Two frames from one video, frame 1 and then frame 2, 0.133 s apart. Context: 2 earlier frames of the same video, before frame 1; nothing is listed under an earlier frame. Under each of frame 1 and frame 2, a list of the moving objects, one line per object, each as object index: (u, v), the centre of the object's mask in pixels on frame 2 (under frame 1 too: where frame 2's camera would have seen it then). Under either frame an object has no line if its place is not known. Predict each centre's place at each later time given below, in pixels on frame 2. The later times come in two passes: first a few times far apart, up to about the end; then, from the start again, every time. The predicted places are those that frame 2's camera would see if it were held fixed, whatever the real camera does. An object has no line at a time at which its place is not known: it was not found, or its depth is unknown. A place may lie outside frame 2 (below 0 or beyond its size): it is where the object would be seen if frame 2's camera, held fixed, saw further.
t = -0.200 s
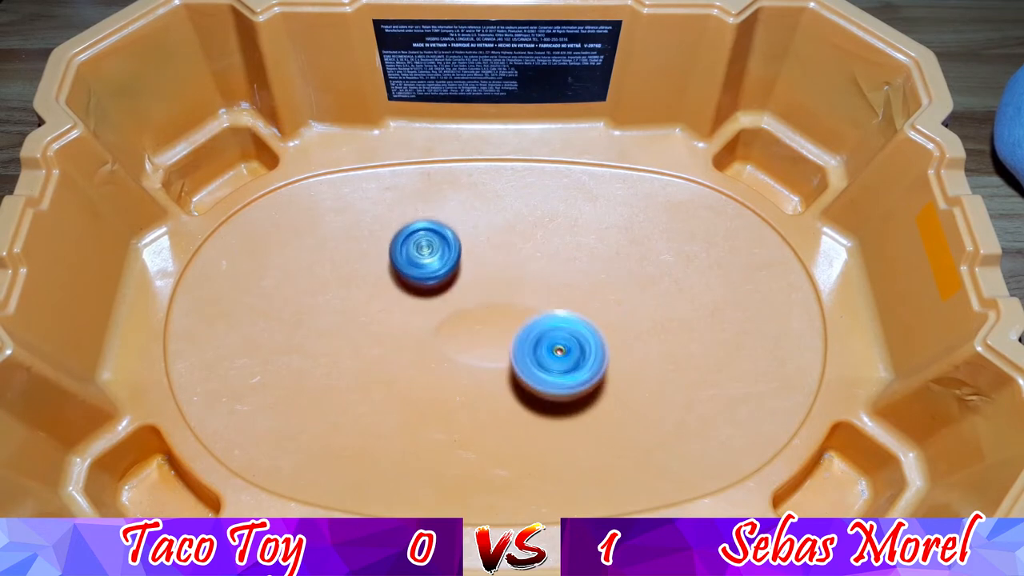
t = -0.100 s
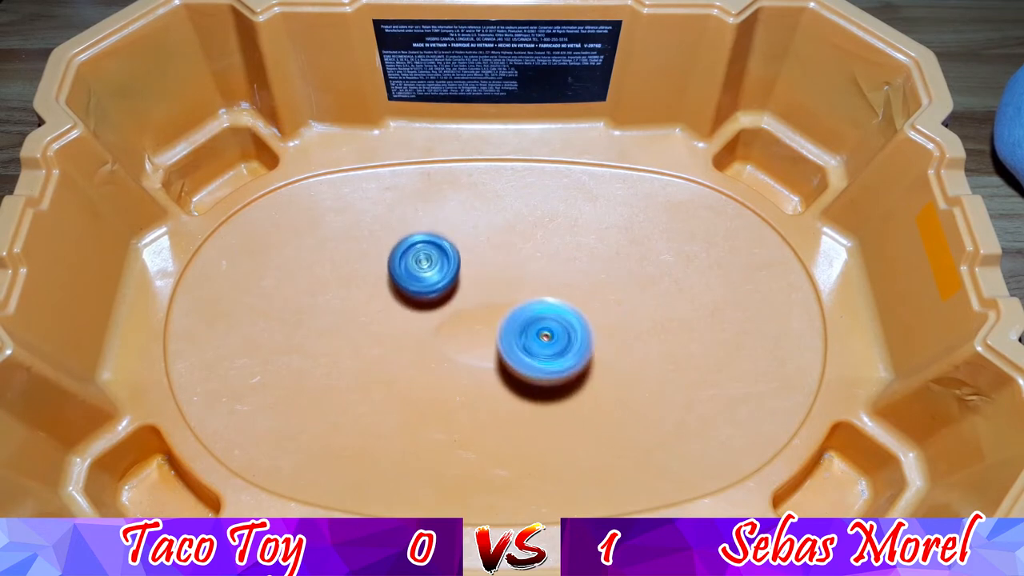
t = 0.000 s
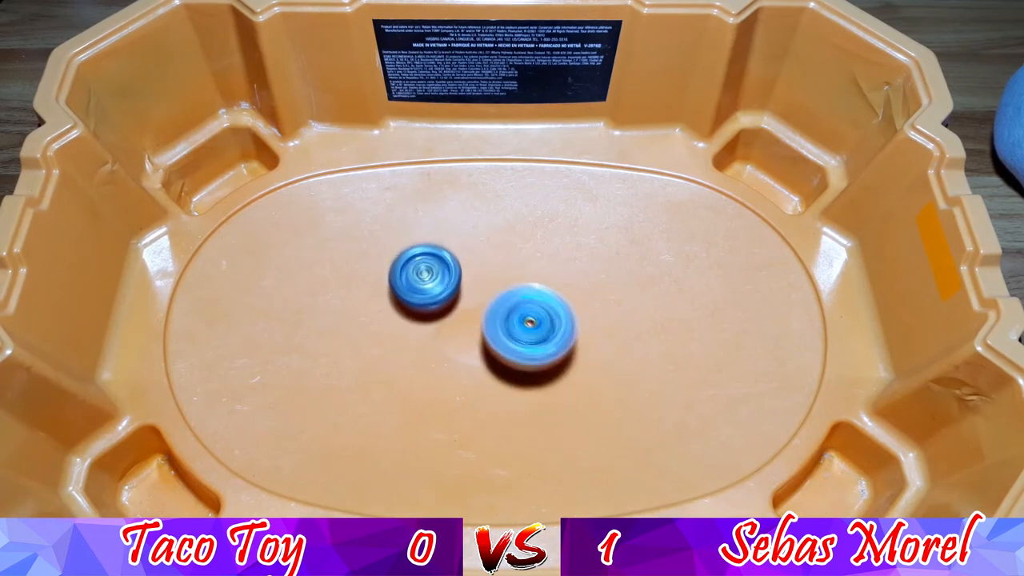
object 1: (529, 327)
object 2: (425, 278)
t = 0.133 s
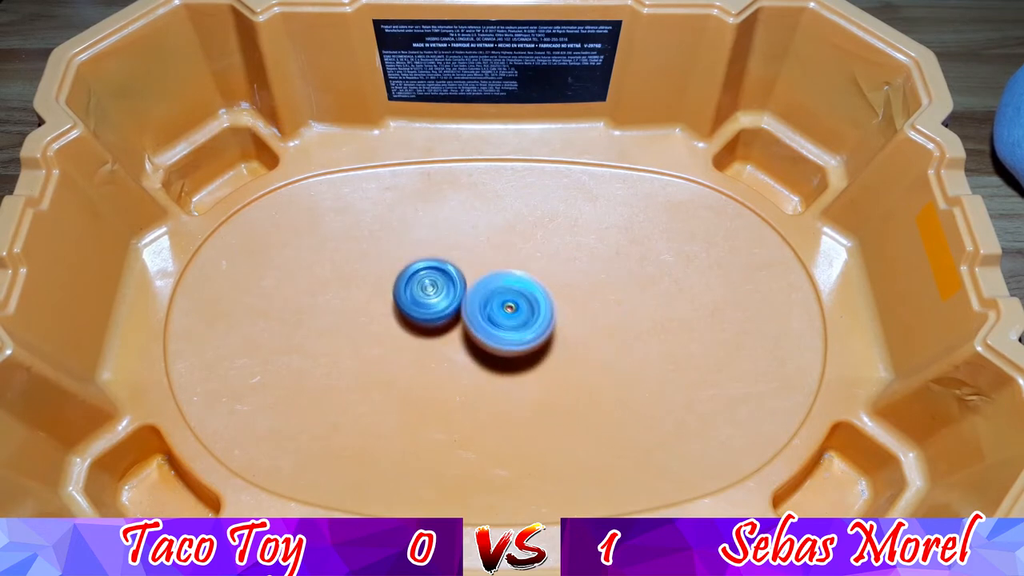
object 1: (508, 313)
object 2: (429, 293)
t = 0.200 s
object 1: (514, 312)
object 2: (418, 293)
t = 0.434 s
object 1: (525, 290)
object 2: (424, 305)
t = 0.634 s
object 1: (533, 271)
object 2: (434, 315)
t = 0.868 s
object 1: (526, 265)
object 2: (439, 308)
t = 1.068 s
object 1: (526, 271)
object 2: (443, 302)
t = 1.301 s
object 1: (549, 286)
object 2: (436, 308)
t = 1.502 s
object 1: (559, 307)
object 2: (438, 306)
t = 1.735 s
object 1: (566, 328)
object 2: (445, 301)
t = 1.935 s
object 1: (565, 338)
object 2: (452, 297)
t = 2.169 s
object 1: (557, 344)
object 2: (465, 291)
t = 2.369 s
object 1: (541, 337)
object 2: (475, 289)
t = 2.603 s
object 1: (541, 340)
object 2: (466, 273)
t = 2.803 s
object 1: (533, 333)
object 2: (462, 276)
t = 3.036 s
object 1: (539, 355)
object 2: (449, 260)
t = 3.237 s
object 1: (575, 360)
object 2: (445, 268)
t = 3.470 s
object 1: (592, 334)
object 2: (456, 288)
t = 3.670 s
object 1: (576, 303)
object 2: (473, 296)
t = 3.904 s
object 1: (587, 293)
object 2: (428, 276)
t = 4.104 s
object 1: (582, 291)
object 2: (424, 292)
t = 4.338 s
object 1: (562, 301)
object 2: (429, 305)
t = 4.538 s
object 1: (548, 317)
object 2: (439, 309)
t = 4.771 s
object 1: (524, 339)
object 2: (449, 299)
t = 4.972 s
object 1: (523, 356)
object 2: (453, 285)
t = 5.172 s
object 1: (534, 358)
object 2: (466, 288)
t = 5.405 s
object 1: (542, 344)
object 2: (486, 290)
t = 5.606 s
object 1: (561, 342)
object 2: (488, 276)
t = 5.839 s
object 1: (594, 350)
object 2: (468, 252)
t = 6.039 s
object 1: (594, 332)
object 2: (465, 264)
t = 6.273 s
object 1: (559, 305)
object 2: (475, 279)
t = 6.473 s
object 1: (564, 312)
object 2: (454, 278)
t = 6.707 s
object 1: (562, 303)
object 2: (457, 296)
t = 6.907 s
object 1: (557, 297)
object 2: (463, 295)
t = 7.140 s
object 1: (557, 295)
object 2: (467, 290)
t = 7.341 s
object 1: (552, 296)
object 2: (463, 291)
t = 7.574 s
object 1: (564, 310)
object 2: (462, 292)
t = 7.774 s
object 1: (563, 309)
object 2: (466, 292)
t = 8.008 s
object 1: (561, 318)
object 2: (475, 291)
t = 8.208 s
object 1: (558, 325)
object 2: (486, 289)
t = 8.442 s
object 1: (581, 329)
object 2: (487, 281)
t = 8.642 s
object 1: (583, 325)
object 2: (486, 288)
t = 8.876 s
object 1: (572, 317)
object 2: (493, 287)
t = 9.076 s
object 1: (563, 314)
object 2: (482, 284)
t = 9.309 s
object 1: (556, 321)
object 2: (473, 284)
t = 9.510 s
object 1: (566, 326)
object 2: (455, 276)
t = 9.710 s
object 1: (566, 315)
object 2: (457, 285)
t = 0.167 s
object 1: (512, 313)
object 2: (423, 293)
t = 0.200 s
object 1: (514, 312)
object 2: (418, 293)
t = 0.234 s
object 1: (515, 311)
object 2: (416, 294)
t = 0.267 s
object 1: (516, 308)
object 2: (417, 295)
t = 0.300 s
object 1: (518, 305)
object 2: (418, 296)
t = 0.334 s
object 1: (519, 302)
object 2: (419, 299)
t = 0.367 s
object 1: (521, 298)
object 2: (421, 301)
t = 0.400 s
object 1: (523, 294)
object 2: (422, 303)
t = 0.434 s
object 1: (525, 290)
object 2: (424, 305)
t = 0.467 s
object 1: (528, 286)
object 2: (426, 308)
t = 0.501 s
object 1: (531, 282)
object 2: (428, 310)
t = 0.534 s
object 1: (533, 279)
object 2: (429, 312)
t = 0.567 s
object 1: (534, 276)
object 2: (431, 313)
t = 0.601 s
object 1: (534, 273)
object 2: (433, 315)
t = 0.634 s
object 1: (533, 271)
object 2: (434, 315)
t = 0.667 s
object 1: (532, 269)
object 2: (435, 315)
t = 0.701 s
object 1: (531, 268)
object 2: (436, 314)
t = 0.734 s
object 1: (530, 267)
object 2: (436, 314)
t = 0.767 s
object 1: (529, 267)
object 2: (437, 312)
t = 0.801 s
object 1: (528, 266)
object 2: (437, 311)
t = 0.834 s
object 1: (527, 265)
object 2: (438, 309)
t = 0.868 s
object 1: (526, 265)
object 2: (439, 308)
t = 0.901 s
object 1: (525, 265)
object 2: (440, 306)
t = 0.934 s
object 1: (524, 266)
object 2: (440, 305)
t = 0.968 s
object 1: (524, 266)
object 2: (442, 304)
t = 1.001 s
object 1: (524, 267)
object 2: (443, 303)
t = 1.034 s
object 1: (524, 269)
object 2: (444, 302)
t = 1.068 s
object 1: (526, 271)
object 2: (443, 302)
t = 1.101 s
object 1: (531, 272)
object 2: (440, 303)
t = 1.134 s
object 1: (535, 274)
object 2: (438, 303)
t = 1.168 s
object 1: (538, 276)
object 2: (437, 305)
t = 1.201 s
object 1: (541, 278)
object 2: (437, 305)
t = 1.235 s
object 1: (543, 281)
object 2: (436, 306)
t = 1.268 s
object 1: (546, 283)
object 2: (436, 307)
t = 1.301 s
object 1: (549, 286)
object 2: (436, 308)
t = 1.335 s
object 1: (552, 289)
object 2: (437, 308)
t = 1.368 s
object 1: (554, 293)
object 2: (437, 308)
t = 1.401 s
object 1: (556, 296)
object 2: (437, 308)
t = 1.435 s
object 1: (557, 300)
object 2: (437, 308)
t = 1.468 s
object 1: (558, 304)
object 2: (438, 307)
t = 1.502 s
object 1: (559, 307)
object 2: (438, 306)
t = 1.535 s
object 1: (560, 310)
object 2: (439, 305)
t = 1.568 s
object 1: (561, 314)
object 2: (440, 305)
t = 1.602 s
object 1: (563, 317)
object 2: (441, 303)
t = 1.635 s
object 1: (564, 320)
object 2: (442, 304)
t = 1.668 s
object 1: (564, 323)
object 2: (442, 303)
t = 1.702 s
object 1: (565, 326)
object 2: (444, 302)
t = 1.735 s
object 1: (566, 328)
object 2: (445, 301)
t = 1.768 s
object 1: (567, 330)
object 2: (446, 300)
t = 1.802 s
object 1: (567, 332)
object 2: (447, 300)
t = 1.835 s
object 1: (567, 334)
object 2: (448, 299)
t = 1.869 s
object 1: (566, 335)
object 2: (449, 298)
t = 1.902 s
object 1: (566, 337)
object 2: (451, 298)
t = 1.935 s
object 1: (565, 338)
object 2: (452, 297)
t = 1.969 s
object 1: (565, 340)
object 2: (454, 296)
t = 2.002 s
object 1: (563, 341)
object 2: (456, 296)
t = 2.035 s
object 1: (563, 341)
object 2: (457, 295)
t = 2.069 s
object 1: (562, 342)
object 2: (459, 293)
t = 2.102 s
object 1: (561, 343)
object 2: (461, 292)
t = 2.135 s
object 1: (559, 344)
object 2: (463, 293)
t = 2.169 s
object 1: (557, 344)
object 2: (465, 291)
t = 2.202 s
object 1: (555, 343)
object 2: (466, 291)
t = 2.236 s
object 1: (553, 343)
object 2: (468, 291)
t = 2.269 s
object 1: (550, 342)
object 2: (470, 291)
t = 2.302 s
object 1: (547, 340)
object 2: (472, 290)
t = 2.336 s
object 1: (544, 339)
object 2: (474, 290)
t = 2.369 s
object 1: (541, 337)
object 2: (475, 289)
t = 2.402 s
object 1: (539, 336)
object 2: (476, 288)
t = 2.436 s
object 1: (541, 340)
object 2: (474, 281)
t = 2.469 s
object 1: (541, 342)
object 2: (471, 277)
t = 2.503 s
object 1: (542, 342)
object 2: (469, 275)
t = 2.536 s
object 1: (542, 342)
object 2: (468, 274)
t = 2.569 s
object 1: (542, 341)
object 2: (467, 273)
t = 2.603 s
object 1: (541, 340)
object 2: (466, 273)
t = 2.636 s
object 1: (541, 338)
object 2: (465, 274)
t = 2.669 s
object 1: (540, 336)
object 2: (464, 274)
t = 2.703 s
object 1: (540, 335)
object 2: (463, 274)
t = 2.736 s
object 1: (538, 334)
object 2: (462, 275)
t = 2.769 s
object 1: (536, 334)
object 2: (462, 276)
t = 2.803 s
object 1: (533, 333)
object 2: (462, 276)
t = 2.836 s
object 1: (530, 332)
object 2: (462, 277)
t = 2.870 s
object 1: (527, 331)
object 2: (462, 278)
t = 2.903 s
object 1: (524, 331)
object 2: (461, 279)
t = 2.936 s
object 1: (522, 330)
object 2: (462, 280)
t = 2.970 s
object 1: (525, 338)
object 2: (459, 274)
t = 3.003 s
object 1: (532, 348)
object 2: (453, 265)
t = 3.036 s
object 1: (539, 355)
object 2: (449, 260)
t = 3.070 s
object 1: (545, 359)
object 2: (446, 258)
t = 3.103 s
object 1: (552, 361)
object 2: (445, 258)
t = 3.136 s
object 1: (558, 362)
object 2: (445, 260)
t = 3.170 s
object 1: (564, 362)
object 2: (444, 262)
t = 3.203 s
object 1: (570, 361)
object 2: (444, 265)
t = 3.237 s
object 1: (575, 360)
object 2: (445, 268)
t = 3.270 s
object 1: (579, 357)
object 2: (446, 271)
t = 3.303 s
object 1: (583, 354)
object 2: (447, 274)
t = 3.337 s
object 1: (586, 351)
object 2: (448, 277)
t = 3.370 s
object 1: (589, 347)
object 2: (450, 279)
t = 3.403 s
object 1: (591, 343)
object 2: (451, 281)
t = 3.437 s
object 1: (592, 339)
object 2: (454, 285)
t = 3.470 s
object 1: (592, 334)
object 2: (456, 288)
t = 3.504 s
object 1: (592, 329)
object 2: (458, 290)
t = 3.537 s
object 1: (591, 324)
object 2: (461, 292)
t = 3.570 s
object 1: (588, 318)
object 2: (464, 294)
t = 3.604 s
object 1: (585, 313)
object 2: (467, 295)
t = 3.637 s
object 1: (581, 308)
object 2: (470, 296)
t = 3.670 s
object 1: (576, 303)
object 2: (473, 296)
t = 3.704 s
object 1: (570, 299)
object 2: (476, 295)
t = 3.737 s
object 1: (566, 296)
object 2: (478, 294)
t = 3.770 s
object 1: (574, 296)
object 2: (463, 289)
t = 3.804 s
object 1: (581, 296)
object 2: (450, 282)
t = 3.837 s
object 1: (585, 295)
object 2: (439, 278)
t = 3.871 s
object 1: (586, 294)
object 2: (433, 276)
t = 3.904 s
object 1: (587, 293)
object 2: (428, 276)
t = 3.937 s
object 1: (588, 292)
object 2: (425, 277)
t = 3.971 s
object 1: (587, 291)
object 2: (424, 279)
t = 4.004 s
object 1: (586, 291)
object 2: (424, 283)
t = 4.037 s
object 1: (585, 291)
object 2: (424, 286)
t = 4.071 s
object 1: (584, 291)
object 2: (424, 290)
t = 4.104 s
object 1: (582, 291)
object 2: (424, 292)
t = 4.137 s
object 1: (580, 292)
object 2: (424, 294)
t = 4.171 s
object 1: (578, 293)
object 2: (425, 297)
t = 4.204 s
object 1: (576, 294)
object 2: (425, 299)
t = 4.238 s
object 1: (573, 296)
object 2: (427, 300)
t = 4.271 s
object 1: (569, 297)
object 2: (428, 302)
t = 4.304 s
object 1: (566, 299)
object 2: (428, 304)
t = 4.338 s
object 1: (562, 301)
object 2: (429, 305)
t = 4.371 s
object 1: (558, 304)
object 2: (431, 306)
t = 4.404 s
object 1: (555, 306)
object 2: (432, 307)
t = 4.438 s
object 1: (553, 309)
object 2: (433, 308)
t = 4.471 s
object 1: (551, 311)
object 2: (435, 309)
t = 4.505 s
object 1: (550, 315)
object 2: (437, 310)
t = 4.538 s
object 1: (548, 317)
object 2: (439, 309)
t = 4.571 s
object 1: (545, 320)
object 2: (440, 308)
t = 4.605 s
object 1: (543, 324)
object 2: (442, 306)
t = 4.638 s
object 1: (540, 327)
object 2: (443, 304)
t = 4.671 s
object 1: (536, 330)
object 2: (445, 302)
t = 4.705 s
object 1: (533, 333)
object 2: (446, 301)
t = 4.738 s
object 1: (529, 336)
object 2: (448, 300)
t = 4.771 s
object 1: (524, 339)
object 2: (449, 299)
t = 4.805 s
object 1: (521, 341)
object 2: (451, 298)
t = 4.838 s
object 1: (517, 343)
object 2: (452, 297)
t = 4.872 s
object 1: (516, 346)
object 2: (453, 295)
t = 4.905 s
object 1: (519, 350)
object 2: (452, 290)
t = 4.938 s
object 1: (521, 354)
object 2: (452, 287)
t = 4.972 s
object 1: (523, 356)
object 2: (453, 285)
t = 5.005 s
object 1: (525, 357)
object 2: (454, 285)
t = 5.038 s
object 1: (527, 358)
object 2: (456, 284)
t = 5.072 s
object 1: (529, 358)
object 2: (459, 285)
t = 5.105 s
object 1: (531, 359)
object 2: (461, 286)
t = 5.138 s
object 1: (532, 359)
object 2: (464, 287)
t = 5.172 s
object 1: (534, 358)
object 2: (466, 288)
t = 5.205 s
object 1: (535, 357)
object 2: (469, 290)
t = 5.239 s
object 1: (537, 356)
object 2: (472, 291)
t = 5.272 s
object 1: (538, 354)
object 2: (475, 292)
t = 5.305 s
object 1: (539, 352)
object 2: (477, 292)
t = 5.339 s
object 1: (540, 349)
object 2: (481, 292)
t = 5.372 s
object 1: (541, 346)
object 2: (484, 292)
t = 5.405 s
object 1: (542, 344)
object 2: (486, 290)
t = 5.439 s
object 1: (546, 344)
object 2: (488, 287)
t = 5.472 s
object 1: (548, 342)
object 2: (489, 285)
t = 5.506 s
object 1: (550, 340)
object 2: (491, 284)
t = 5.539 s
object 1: (551, 337)
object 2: (492, 285)
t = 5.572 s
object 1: (553, 335)
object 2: (493, 285)
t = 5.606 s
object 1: (561, 342)
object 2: (488, 276)
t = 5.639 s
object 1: (569, 348)
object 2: (482, 264)
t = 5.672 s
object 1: (575, 351)
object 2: (478, 256)
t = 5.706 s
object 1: (581, 353)
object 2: (475, 252)
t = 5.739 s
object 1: (586, 353)
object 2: (473, 250)
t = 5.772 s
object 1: (589, 353)
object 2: (471, 249)
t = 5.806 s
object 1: (592, 352)
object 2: (470, 250)
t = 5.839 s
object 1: (594, 350)
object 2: (468, 252)
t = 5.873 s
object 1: (597, 348)
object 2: (467, 253)
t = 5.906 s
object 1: (598, 345)
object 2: (466, 255)
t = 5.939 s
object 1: (599, 342)
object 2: (465, 257)
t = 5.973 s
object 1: (598, 339)
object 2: (465, 259)
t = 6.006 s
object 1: (597, 336)
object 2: (465, 261)
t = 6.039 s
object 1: (594, 332)
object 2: (465, 264)
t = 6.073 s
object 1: (591, 328)
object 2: (466, 266)
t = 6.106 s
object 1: (587, 324)
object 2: (467, 268)
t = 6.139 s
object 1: (582, 320)
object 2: (468, 270)
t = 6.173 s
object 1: (577, 316)
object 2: (469, 273)
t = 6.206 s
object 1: (571, 311)
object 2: (471, 275)
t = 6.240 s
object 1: (565, 308)
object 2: (473, 277)
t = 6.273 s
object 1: (559, 305)
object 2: (475, 279)
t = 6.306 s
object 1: (556, 305)
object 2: (474, 280)
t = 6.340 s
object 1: (559, 307)
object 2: (466, 277)
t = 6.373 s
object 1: (561, 309)
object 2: (460, 276)
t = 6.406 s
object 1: (562, 310)
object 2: (456, 276)
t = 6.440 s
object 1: (563, 311)
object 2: (455, 277)
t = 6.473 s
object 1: (564, 312)
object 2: (454, 278)
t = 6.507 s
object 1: (565, 312)
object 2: (454, 280)
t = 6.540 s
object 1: (565, 312)
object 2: (454, 283)
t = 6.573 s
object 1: (565, 311)
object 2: (455, 286)
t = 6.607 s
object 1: (564, 309)
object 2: (455, 289)
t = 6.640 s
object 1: (564, 307)
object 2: (456, 292)
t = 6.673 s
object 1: (563, 305)
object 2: (457, 294)
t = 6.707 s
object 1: (562, 303)
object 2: (457, 296)
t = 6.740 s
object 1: (560, 302)
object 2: (458, 296)
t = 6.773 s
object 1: (559, 300)
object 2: (458, 297)
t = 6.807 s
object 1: (558, 299)
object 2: (459, 296)
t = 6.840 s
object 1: (557, 298)
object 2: (460, 296)
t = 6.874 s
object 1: (557, 298)
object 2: (462, 295)
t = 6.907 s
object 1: (557, 297)
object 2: (463, 295)
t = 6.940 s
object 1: (557, 297)
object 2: (464, 294)
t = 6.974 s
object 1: (556, 297)
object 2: (466, 294)
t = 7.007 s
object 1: (556, 296)
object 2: (468, 293)
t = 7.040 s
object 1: (555, 295)
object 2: (469, 293)
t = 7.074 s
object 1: (555, 295)
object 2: (470, 293)
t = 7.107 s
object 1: (556, 295)
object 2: (469, 292)
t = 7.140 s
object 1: (557, 295)
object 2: (467, 290)
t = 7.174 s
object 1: (557, 295)
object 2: (466, 290)
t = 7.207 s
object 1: (556, 295)
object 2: (465, 290)
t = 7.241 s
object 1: (555, 295)
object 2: (465, 290)
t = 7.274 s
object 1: (553, 295)
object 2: (464, 291)
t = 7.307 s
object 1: (552, 296)
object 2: (464, 291)
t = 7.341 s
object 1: (552, 296)
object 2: (463, 291)
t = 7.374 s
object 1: (552, 298)
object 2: (463, 292)
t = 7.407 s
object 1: (553, 299)
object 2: (463, 292)
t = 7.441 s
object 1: (555, 301)
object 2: (462, 292)
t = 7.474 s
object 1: (558, 304)
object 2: (462, 292)
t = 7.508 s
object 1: (560, 306)
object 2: (462, 292)
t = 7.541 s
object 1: (562, 308)
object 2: (462, 292)
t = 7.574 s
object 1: (564, 310)
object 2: (462, 292)
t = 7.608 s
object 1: (564, 310)
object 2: (463, 292)
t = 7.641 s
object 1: (564, 310)
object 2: (463, 292)
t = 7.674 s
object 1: (564, 310)
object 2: (464, 292)
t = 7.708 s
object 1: (564, 310)
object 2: (464, 292)
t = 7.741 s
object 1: (564, 310)
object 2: (465, 292)
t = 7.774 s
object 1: (563, 309)
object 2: (466, 292)
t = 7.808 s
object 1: (563, 310)
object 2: (467, 292)
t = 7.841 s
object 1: (563, 310)
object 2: (468, 292)
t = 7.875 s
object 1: (563, 312)
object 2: (469, 291)
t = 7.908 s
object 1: (563, 313)
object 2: (470, 291)
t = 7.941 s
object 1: (562, 315)
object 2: (472, 291)
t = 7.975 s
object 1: (562, 316)
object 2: (474, 291)
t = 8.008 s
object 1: (561, 318)
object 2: (475, 291)
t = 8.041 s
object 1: (561, 320)
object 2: (477, 290)
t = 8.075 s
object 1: (561, 321)
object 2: (479, 290)
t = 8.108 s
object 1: (560, 323)
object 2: (480, 290)
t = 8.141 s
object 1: (559, 324)
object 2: (482, 290)
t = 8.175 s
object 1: (559, 325)
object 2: (484, 289)
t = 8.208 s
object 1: (558, 325)
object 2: (486, 289)
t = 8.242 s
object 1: (559, 326)
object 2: (487, 288)
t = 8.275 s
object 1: (560, 326)
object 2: (488, 287)
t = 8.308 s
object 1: (561, 325)
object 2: (489, 287)
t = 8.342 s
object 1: (564, 326)
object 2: (489, 284)
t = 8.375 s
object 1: (569, 328)
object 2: (489, 282)
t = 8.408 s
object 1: (576, 329)
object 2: (488, 281)
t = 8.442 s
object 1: (581, 329)
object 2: (487, 281)
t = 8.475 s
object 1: (582, 329)
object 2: (487, 282)
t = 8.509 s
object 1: (583, 329)
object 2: (487, 284)
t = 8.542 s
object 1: (583, 329)
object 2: (486, 285)
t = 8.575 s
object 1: (584, 328)
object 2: (486, 286)
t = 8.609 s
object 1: (583, 327)
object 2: (486, 288)
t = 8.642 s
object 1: (583, 325)
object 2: (486, 288)
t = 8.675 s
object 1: (582, 324)
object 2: (487, 288)
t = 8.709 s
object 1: (582, 323)
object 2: (488, 288)
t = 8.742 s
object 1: (581, 322)
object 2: (489, 288)
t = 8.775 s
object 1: (579, 321)
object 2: (490, 288)
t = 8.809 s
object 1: (577, 320)
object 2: (491, 287)
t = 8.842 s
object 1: (575, 318)
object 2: (493, 287)
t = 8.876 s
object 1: (572, 317)
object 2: (493, 287)
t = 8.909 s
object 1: (571, 317)
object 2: (490, 284)
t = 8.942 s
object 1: (570, 317)
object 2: (488, 282)
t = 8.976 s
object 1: (569, 316)
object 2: (486, 281)
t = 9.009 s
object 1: (567, 316)
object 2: (484, 282)
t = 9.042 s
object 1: (565, 315)
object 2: (483, 283)
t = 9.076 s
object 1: (563, 314)
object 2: (482, 284)
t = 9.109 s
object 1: (560, 314)
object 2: (481, 285)
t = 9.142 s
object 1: (559, 315)
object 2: (480, 287)
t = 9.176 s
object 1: (557, 315)
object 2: (479, 287)
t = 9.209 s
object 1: (556, 316)
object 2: (478, 288)
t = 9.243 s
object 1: (554, 317)
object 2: (478, 288)
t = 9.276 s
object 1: (553, 317)
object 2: (477, 288)
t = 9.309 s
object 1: (556, 321)
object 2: (473, 284)
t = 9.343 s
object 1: (558, 326)
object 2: (466, 280)
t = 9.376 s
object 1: (560, 328)
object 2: (462, 277)
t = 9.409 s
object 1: (562, 328)
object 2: (459, 276)
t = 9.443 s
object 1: (563, 328)
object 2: (457, 275)
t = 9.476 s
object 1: (564, 327)
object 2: (456, 275)
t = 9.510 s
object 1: (566, 326)
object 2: (455, 276)
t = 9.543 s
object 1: (567, 324)
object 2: (455, 278)
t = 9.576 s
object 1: (567, 323)
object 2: (455, 279)
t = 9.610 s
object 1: (567, 321)
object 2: (455, 280)
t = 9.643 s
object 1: (567, 319)
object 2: (455, 282)
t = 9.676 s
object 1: (567, 317)
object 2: (456, 284)
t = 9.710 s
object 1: (566, 315)
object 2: (457, 285)
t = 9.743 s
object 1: (564, 313)
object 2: (458, 287)
